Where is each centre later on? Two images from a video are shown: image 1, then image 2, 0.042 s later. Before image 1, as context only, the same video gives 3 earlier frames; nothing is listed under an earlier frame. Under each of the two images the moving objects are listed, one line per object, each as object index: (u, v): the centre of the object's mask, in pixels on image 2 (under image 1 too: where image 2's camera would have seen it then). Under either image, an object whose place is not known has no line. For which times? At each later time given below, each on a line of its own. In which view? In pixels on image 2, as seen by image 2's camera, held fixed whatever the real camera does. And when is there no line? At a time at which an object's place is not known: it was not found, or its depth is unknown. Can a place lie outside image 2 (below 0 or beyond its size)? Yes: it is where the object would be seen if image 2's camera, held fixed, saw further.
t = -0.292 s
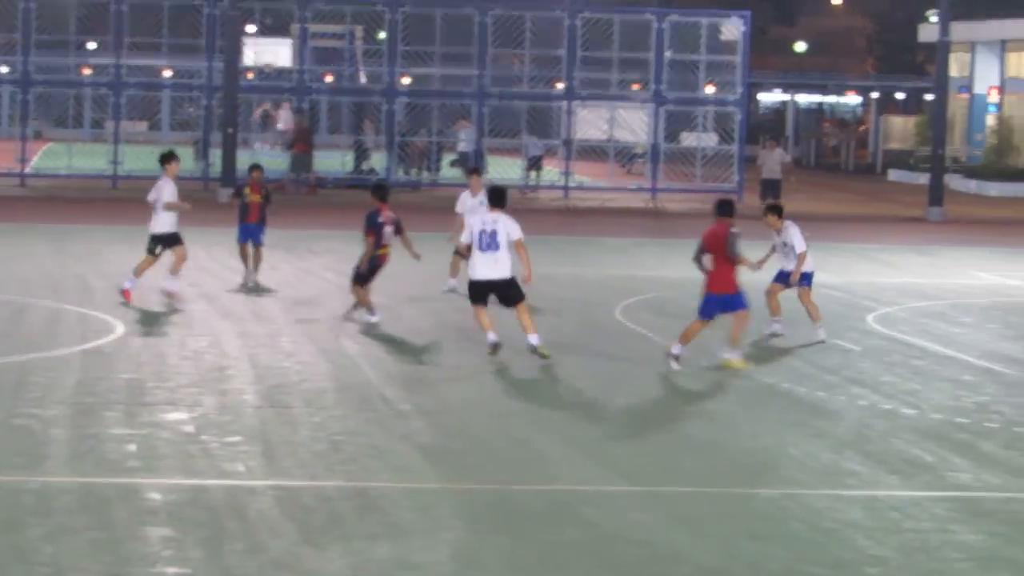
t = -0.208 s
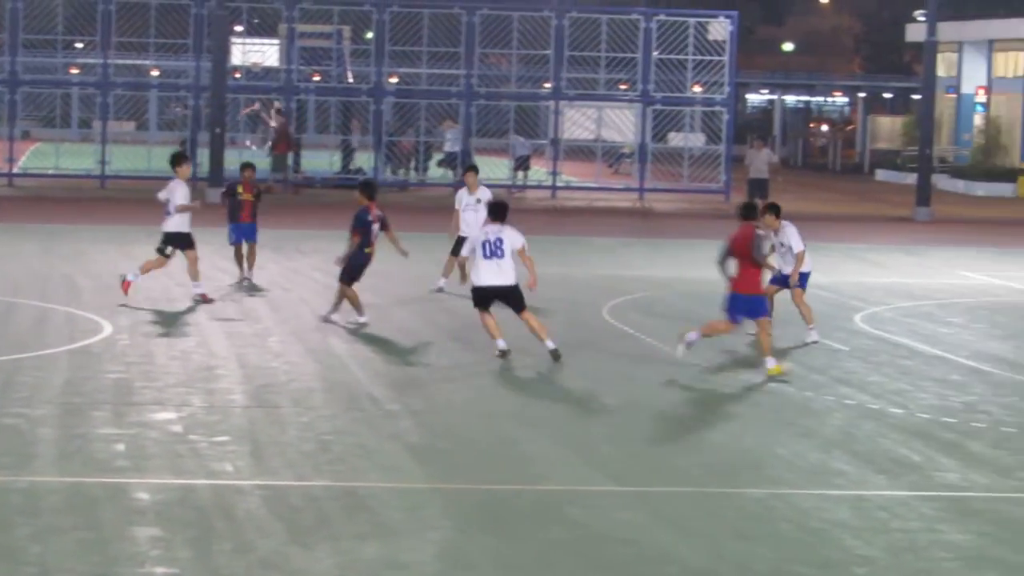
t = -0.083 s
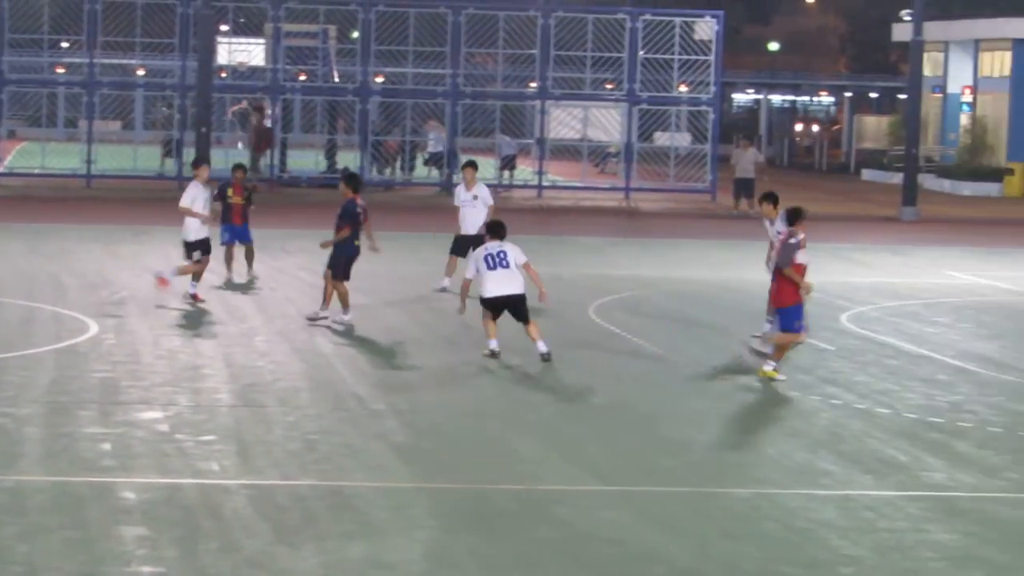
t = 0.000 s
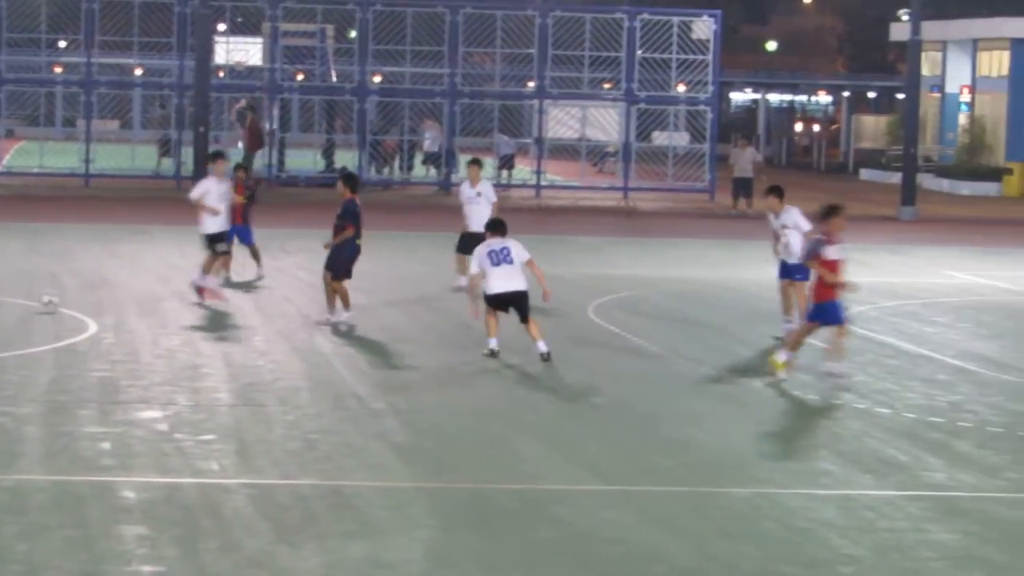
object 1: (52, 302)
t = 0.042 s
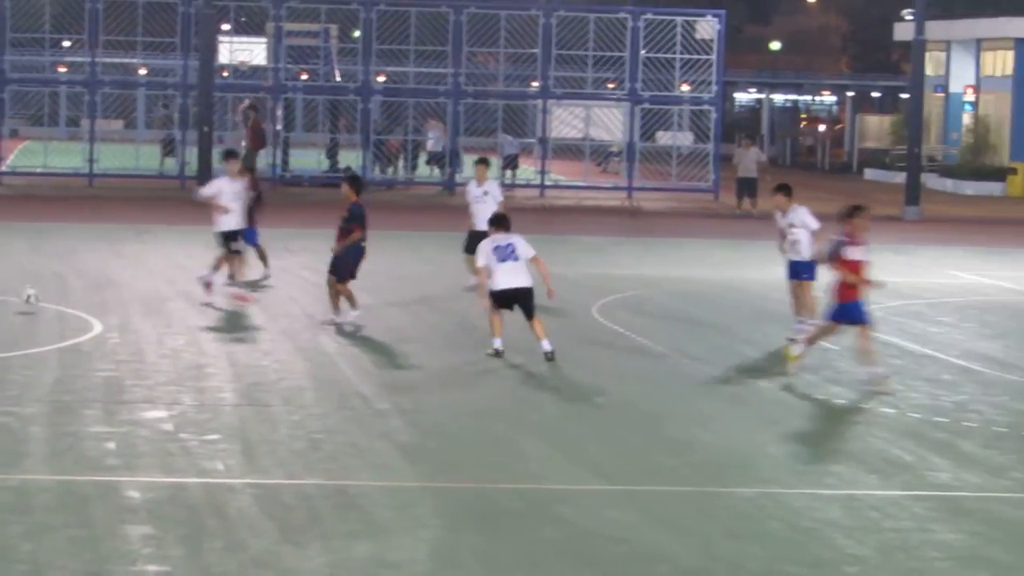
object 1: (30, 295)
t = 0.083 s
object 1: (9, 292)
